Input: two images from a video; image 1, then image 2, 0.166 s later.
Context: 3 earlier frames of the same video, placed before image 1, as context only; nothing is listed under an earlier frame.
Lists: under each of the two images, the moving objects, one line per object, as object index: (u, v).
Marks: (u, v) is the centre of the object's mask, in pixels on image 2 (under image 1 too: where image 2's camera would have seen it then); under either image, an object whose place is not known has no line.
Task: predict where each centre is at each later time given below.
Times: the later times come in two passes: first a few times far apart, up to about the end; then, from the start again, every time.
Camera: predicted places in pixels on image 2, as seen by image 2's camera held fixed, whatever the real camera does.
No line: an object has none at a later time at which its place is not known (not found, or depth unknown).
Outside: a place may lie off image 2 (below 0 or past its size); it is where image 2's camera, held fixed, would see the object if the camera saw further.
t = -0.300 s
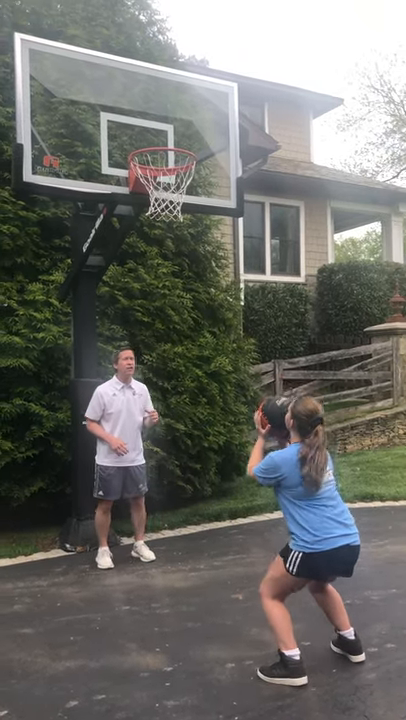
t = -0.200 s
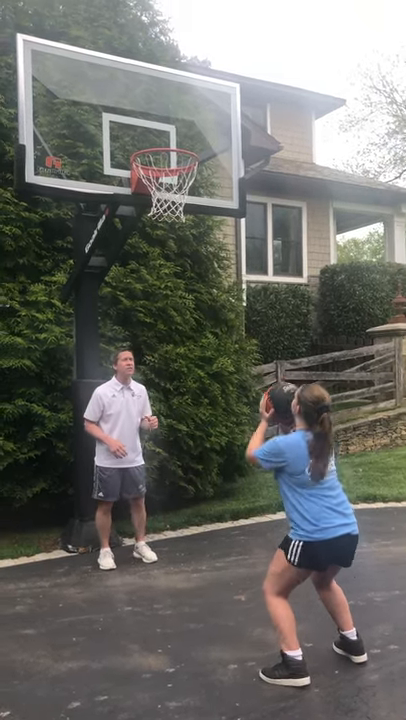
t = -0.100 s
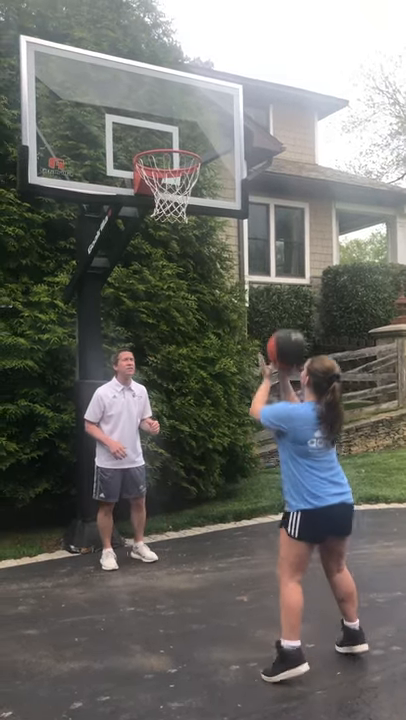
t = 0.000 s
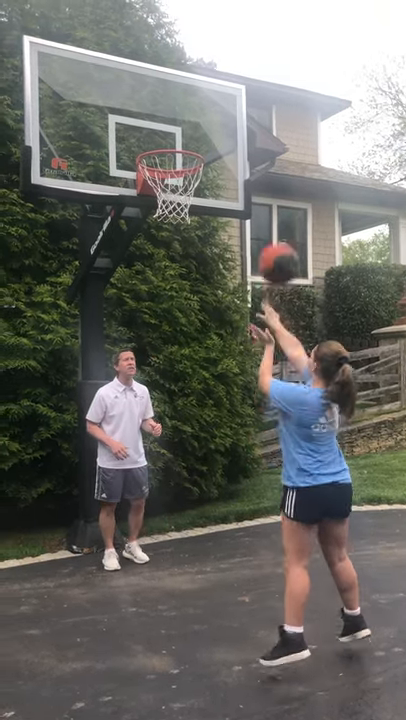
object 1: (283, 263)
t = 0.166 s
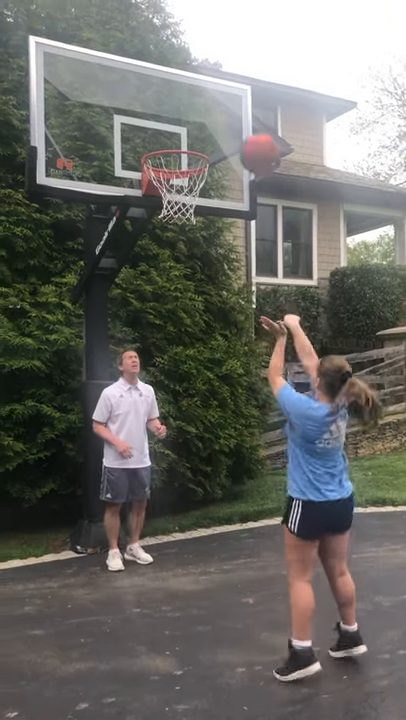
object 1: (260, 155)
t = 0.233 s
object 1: (249, 125)
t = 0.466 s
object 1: (218, 82)
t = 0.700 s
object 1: (193, 126)
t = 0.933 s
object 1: (179, 155)
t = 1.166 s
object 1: (177, 238)
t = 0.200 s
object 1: (254, 138)
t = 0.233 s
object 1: (249, 125)
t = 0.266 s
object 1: (246, 115)
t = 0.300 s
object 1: (238, 105)
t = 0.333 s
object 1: (234, 97)
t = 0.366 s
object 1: (230, 91)
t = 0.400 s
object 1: (226, 85)
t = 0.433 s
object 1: (222, 83)
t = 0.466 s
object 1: (218, 82)
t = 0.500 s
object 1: (214, 83)
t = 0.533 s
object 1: (211, 87)
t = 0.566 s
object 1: (207, 92)
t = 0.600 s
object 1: (204, 99)
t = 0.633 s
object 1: (200, 108)
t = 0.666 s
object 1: (196, 116)
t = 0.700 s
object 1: (193, 126)
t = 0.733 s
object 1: (187, 139)
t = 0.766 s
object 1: (187, 138)
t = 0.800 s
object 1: (185, 138)
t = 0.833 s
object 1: (182, 136)
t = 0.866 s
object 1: (181, 139)
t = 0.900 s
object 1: (180, 143)
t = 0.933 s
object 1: (179, 155)
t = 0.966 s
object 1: (179, 162)
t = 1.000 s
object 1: (179, 173)
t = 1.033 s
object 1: (179, 179)
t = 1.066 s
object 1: (178, 187)
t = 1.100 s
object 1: (176, 207)
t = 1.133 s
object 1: (177, 223)
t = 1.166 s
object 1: (177, 238)
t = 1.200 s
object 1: (176, 255)
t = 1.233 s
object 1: (176, 273)
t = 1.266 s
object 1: (175, 291)
